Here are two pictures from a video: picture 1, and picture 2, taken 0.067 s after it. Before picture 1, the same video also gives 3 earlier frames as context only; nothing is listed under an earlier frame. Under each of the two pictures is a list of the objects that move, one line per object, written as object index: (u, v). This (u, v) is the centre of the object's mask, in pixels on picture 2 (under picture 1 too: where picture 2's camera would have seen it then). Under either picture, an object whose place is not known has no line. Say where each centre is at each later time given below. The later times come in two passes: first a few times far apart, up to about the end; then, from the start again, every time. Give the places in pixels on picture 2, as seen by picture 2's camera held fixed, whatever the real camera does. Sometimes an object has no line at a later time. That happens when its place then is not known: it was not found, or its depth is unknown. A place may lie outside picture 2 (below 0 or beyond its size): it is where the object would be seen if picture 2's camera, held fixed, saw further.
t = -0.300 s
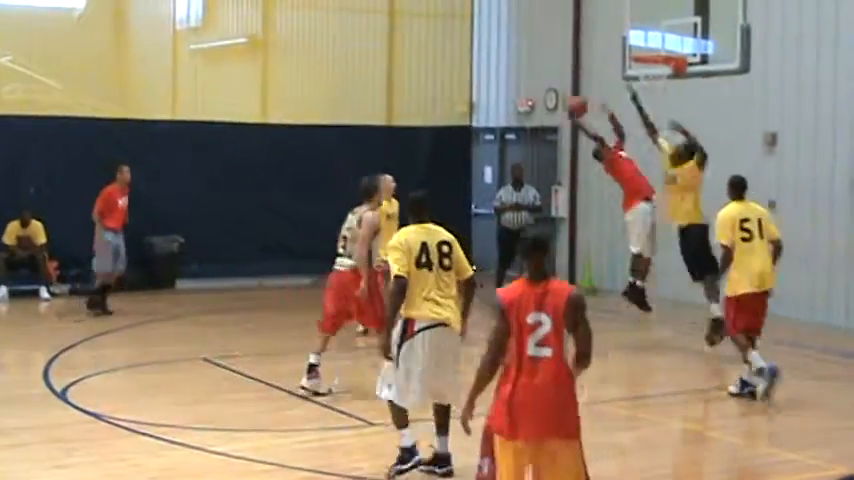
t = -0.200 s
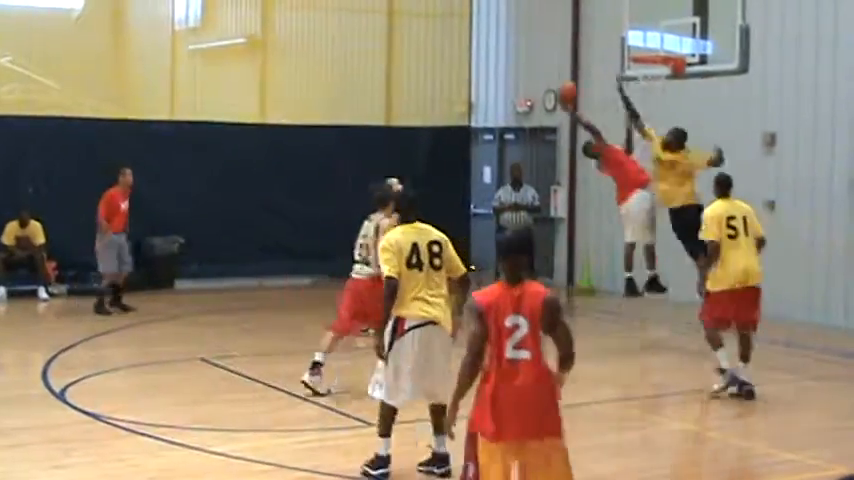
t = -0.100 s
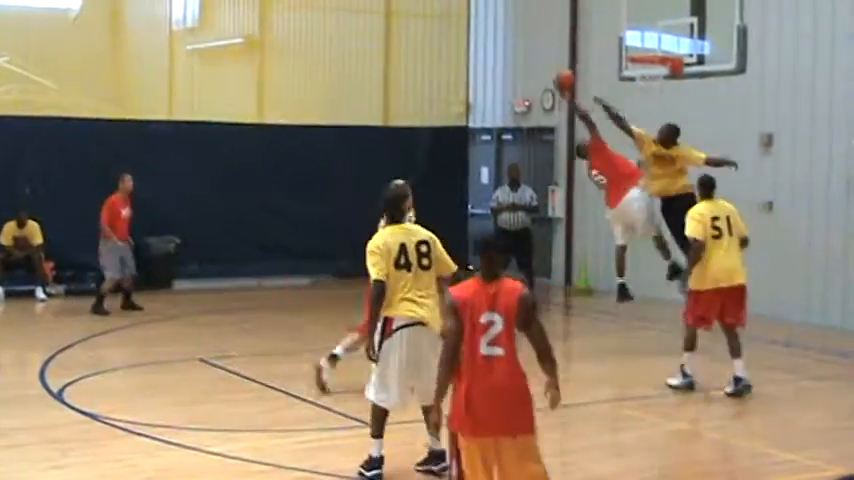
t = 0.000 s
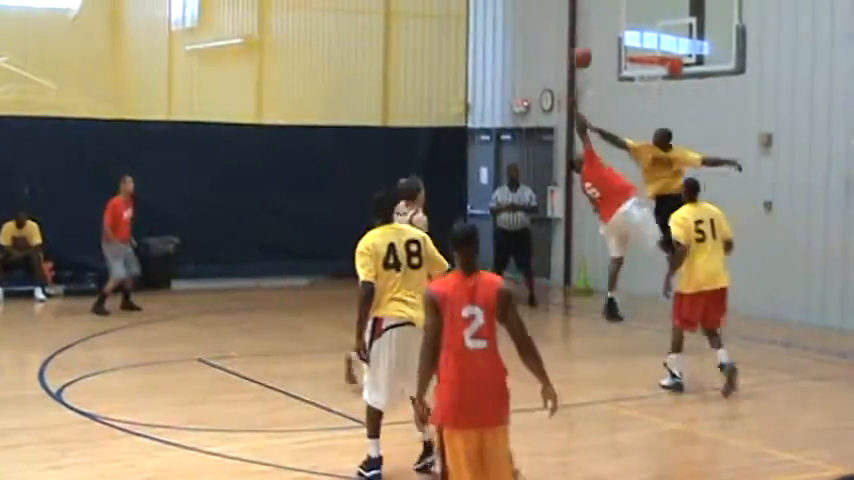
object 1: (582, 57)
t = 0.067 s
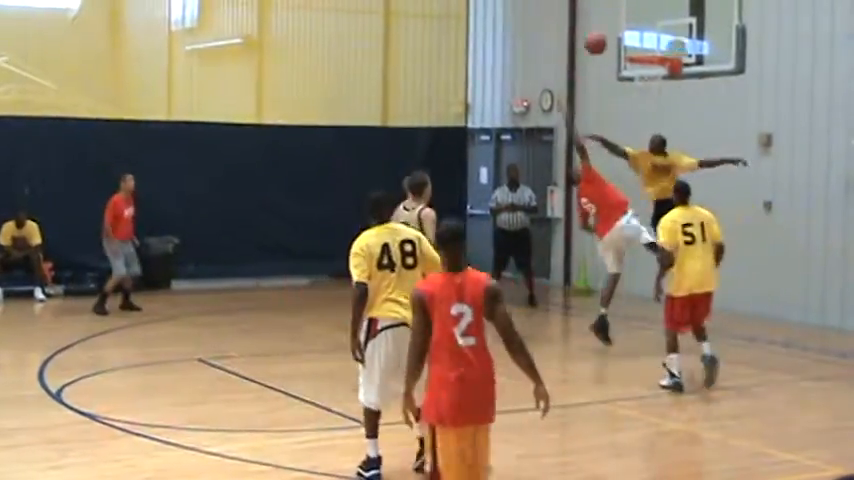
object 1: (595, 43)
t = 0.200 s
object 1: (624, 28)
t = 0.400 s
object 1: (635, 40)
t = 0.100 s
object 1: (603, 39)
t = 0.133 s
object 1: (609, 34)
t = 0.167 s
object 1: (618, 32)
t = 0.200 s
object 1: (624, 28)
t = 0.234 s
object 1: (631, 27)
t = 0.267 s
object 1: (639, 27)
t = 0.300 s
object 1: (642, 28)
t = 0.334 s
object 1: (640, 31)
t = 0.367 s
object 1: (638, 35)
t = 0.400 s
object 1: (635, 40)
